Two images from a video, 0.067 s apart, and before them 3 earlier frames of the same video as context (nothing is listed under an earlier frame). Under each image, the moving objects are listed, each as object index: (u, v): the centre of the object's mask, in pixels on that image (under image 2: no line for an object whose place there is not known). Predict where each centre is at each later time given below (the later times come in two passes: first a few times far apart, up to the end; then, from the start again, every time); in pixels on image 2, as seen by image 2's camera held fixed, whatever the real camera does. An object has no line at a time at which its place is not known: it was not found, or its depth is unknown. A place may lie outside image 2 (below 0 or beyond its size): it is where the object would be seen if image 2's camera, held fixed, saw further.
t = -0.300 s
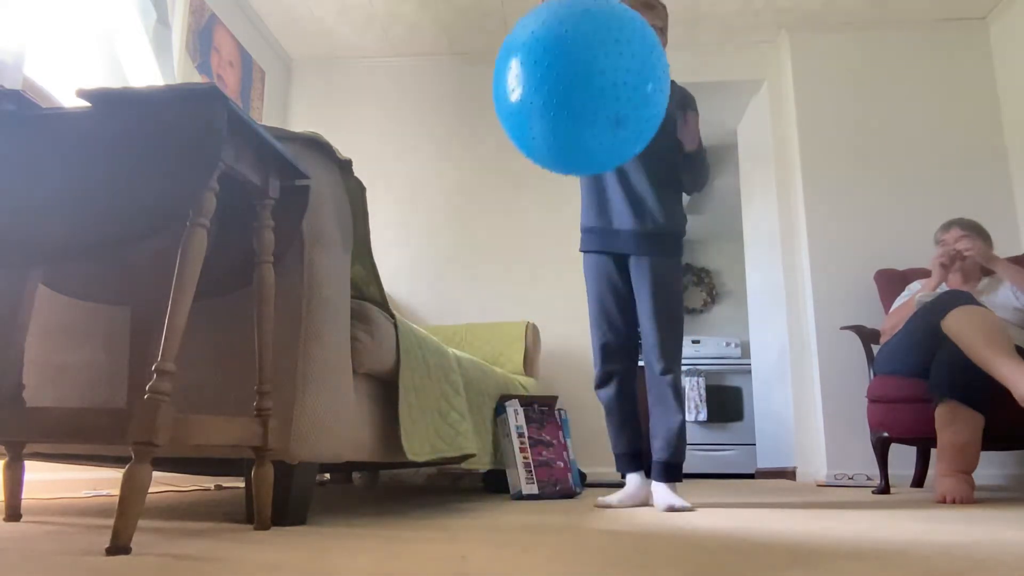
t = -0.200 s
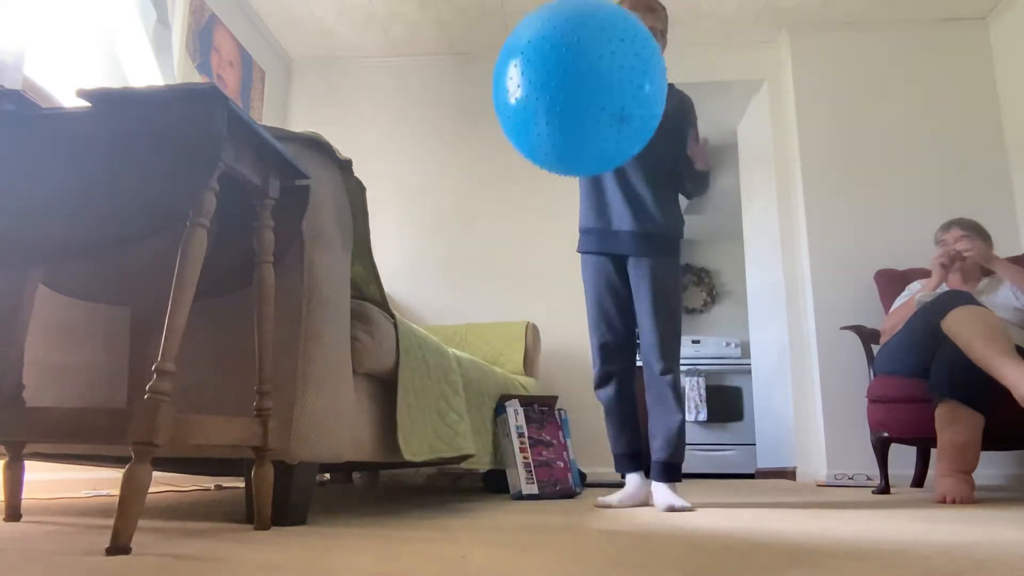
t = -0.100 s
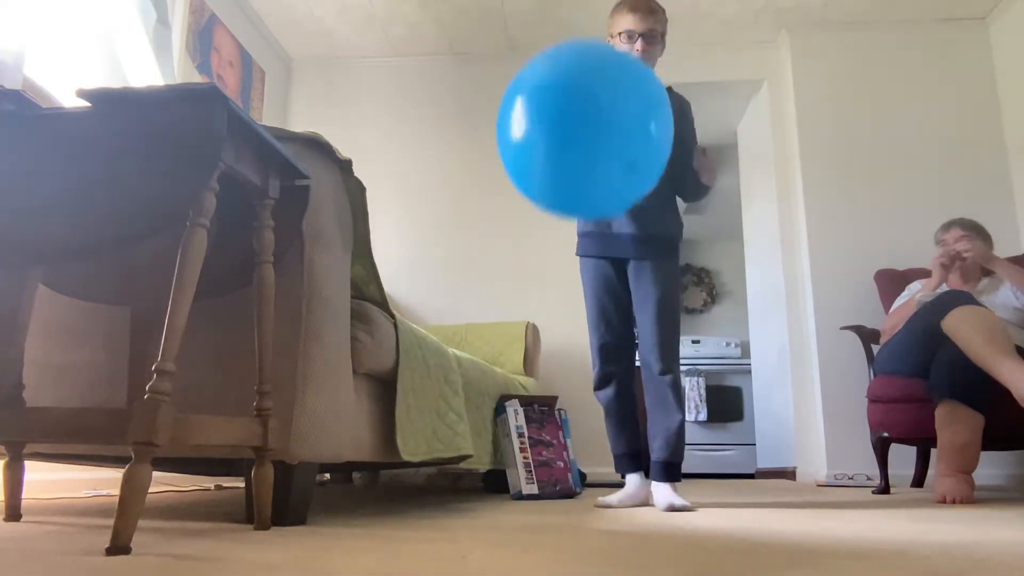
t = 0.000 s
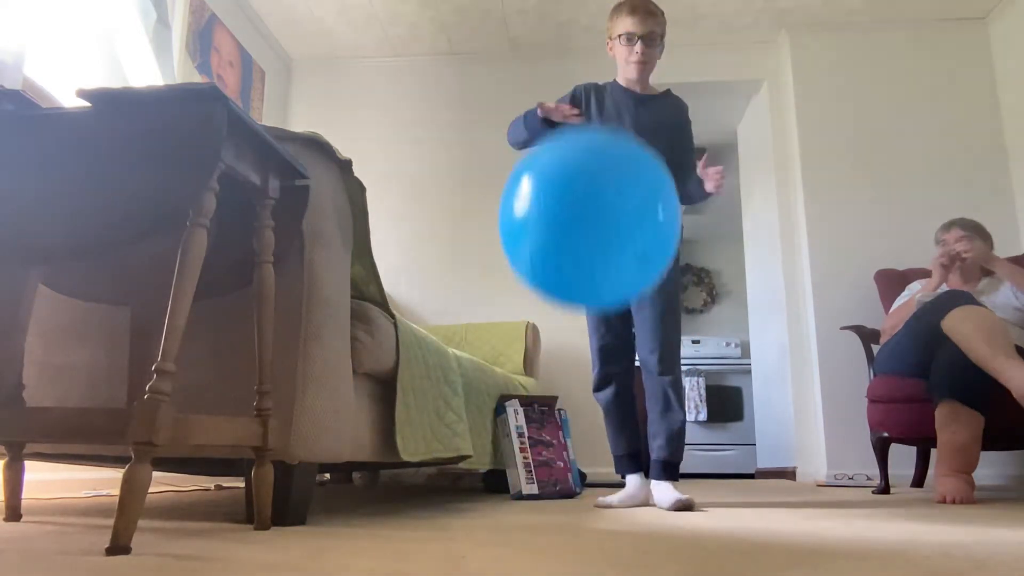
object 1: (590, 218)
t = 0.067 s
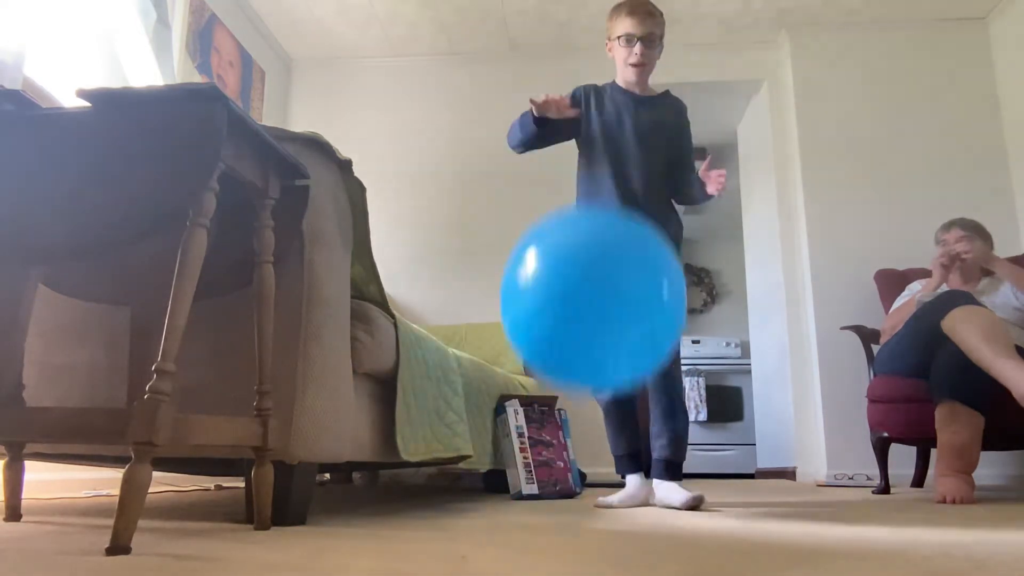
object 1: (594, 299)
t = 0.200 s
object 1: (600, 397)
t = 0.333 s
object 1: (609, 247)
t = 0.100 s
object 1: (595, 345)
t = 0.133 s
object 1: (597, 395)
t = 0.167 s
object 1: (599, 436)
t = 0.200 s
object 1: (600, 397)
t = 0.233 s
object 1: (602, 354)
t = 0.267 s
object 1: (605, 315)
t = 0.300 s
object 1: (606, 280)
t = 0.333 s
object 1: (609, 247)
